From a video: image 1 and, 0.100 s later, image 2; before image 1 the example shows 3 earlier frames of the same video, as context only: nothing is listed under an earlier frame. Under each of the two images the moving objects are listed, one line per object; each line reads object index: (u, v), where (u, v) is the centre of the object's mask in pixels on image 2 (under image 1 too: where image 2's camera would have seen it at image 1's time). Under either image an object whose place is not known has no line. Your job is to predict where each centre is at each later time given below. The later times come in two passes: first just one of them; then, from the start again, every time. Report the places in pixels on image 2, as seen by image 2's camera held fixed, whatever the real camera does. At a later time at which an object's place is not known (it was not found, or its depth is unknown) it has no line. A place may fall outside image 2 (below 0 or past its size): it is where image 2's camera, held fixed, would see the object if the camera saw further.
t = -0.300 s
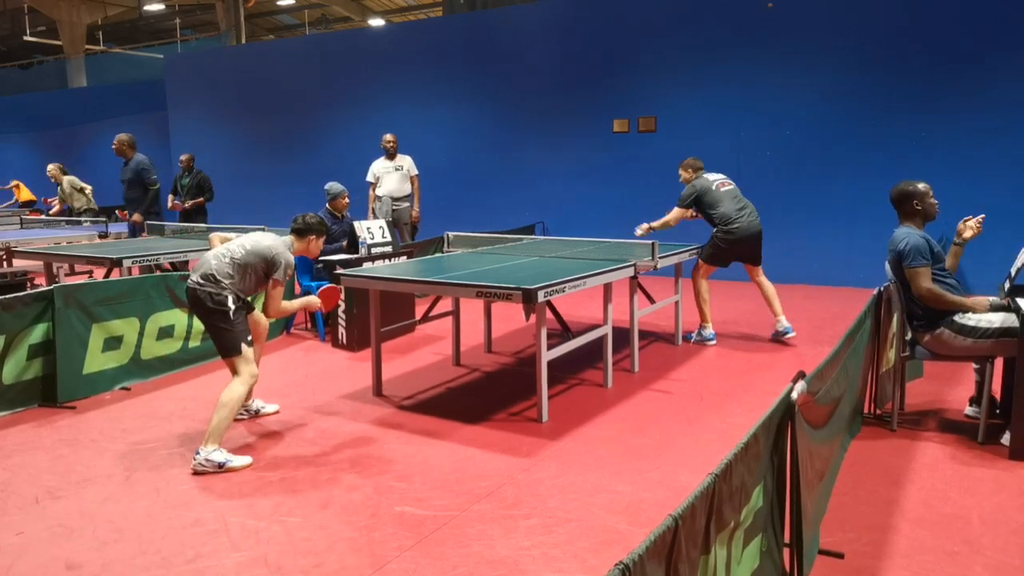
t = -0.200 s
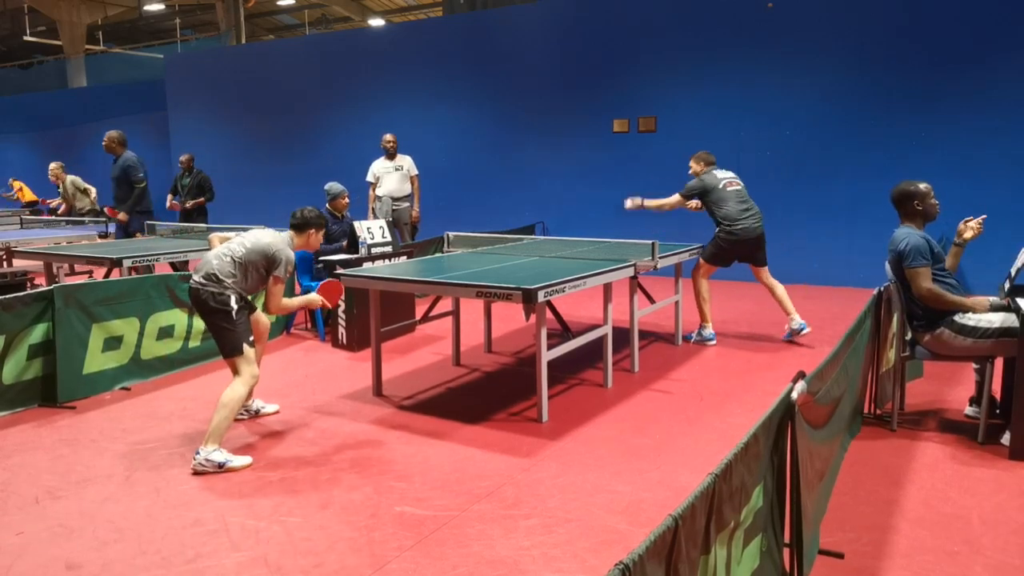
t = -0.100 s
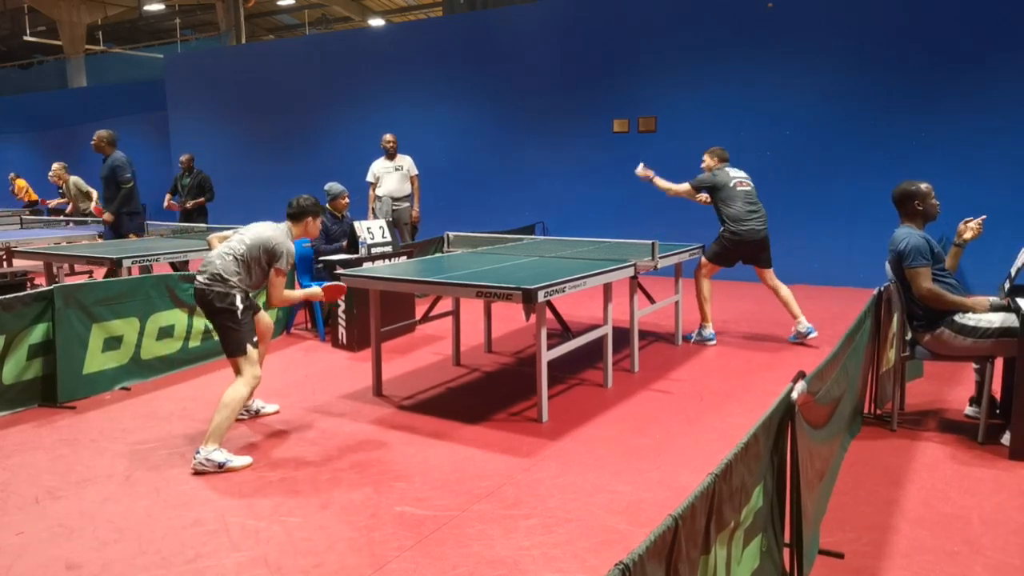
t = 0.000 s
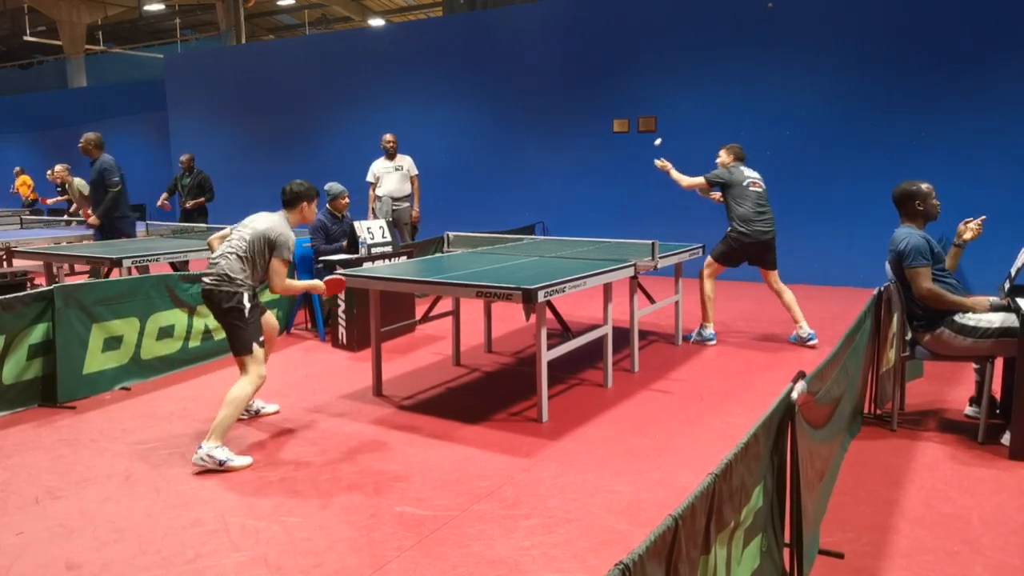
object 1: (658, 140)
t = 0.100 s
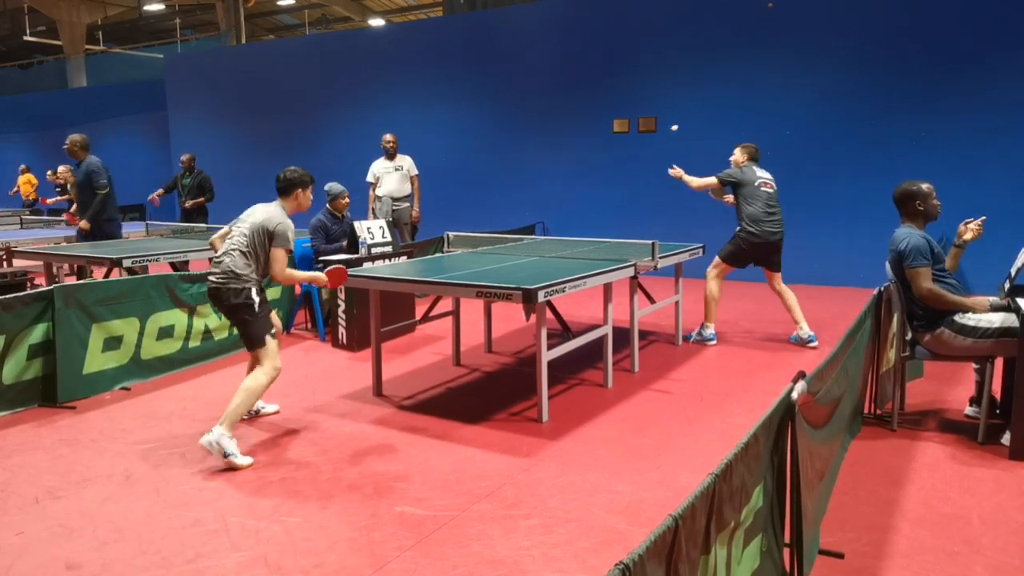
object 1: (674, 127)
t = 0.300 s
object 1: (706, 133)
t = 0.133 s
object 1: (680, 125)
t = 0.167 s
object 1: (685, 124)
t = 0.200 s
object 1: (690, 124)
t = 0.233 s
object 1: (696, 126)
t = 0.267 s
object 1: (701, 129)
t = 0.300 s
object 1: (706, 133)
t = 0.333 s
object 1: (711, 139)
